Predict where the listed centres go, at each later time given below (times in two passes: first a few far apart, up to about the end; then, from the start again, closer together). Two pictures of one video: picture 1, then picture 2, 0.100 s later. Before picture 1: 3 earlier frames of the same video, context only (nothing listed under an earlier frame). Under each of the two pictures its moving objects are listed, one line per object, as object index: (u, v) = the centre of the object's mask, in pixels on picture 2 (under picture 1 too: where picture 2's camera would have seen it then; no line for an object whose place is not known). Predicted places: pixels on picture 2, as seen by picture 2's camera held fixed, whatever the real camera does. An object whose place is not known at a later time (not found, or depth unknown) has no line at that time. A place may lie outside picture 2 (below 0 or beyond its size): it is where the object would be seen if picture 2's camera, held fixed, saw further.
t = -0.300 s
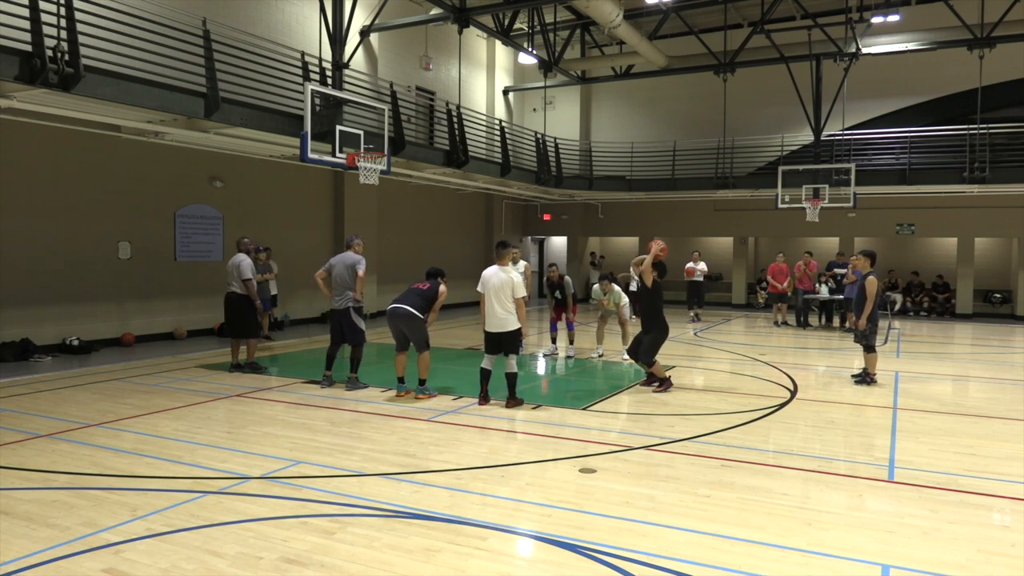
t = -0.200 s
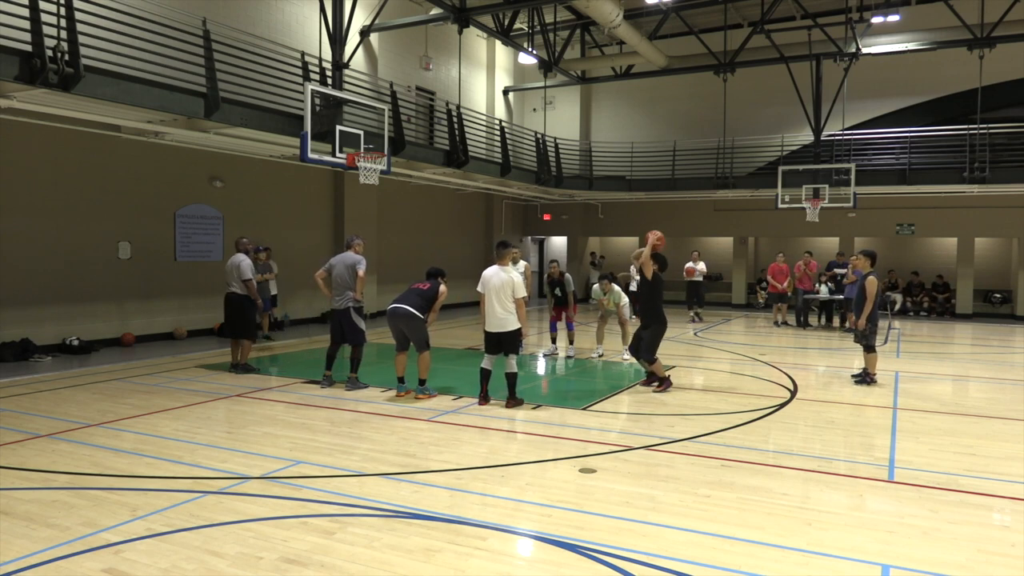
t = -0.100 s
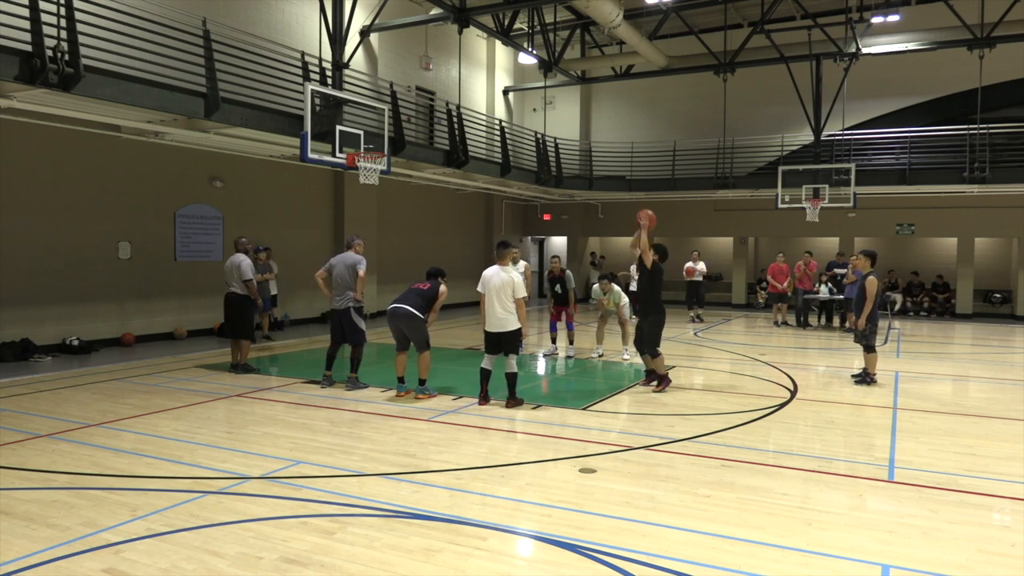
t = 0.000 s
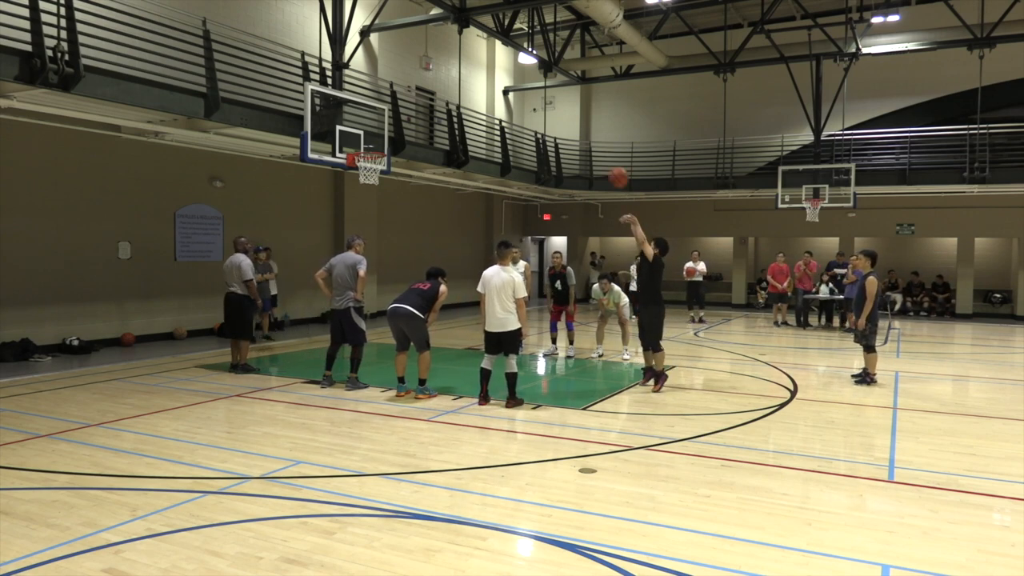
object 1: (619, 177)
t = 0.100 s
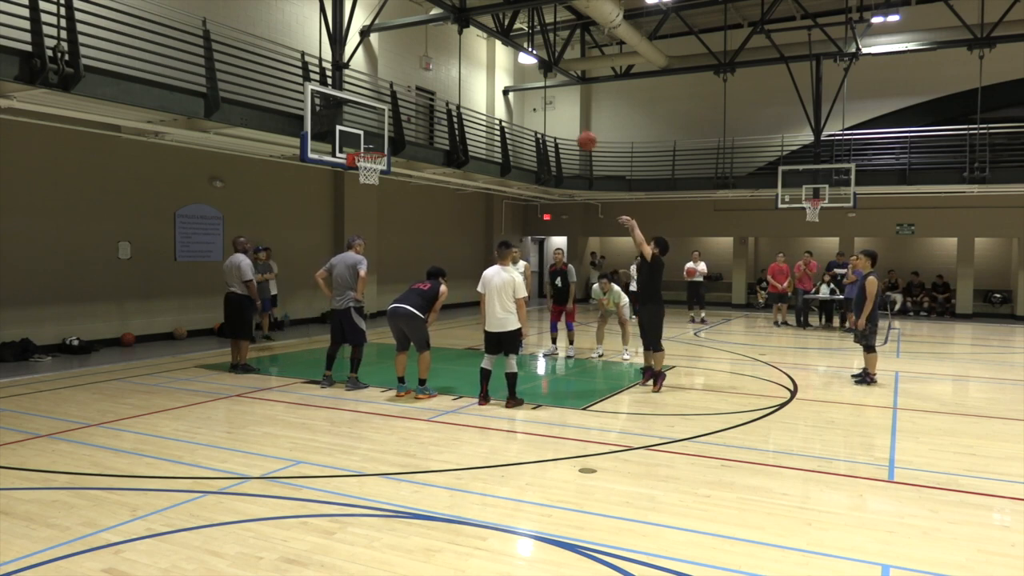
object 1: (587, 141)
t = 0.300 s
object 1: (528, 96)
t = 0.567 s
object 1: (457, 85)
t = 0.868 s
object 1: (388, 130)
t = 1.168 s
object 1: (383, 164)
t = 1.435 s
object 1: (375, 171)
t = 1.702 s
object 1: (359, 192)
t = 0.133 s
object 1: (576, 131)
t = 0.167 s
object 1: (566, 122)
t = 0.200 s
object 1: (556, 114)
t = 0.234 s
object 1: (547, 107)
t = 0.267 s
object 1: (537, 101)
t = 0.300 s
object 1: (528, 96)
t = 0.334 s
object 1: (519, 92)
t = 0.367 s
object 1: (510, 88)
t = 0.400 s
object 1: (500, 86)
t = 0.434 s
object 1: (491, 83)
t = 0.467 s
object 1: (482, 83)
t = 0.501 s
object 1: (473, 83)
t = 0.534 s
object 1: (465, 83)
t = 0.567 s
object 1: (457, 85)
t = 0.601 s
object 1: (449, 87)
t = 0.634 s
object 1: (441, 90)
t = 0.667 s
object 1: (433, 94)
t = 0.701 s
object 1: (425, 98)
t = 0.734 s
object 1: (418, 103)
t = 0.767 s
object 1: (409, 109)
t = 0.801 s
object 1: (401, 115)
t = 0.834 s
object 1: (395, 123)
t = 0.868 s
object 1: (388, 130)
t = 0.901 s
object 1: (380, 138)
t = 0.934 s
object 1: (373, 146)
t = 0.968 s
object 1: (368, 150)
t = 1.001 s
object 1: (367, 150)
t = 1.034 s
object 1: (368, 151)
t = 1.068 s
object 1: (372, 157)
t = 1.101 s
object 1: (379, 161)
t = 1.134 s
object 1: (383, 162)
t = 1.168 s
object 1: (383, 164)
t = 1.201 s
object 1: (383, 160)
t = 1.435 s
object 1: (375, 171)
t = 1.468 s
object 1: (372, 173)
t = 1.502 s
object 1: (368, 183)
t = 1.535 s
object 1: (367, 183)
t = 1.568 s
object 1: (365, 184)
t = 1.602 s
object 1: (363, 185)
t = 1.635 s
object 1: (363, 186)
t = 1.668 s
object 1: (361, 188)
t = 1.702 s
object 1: (359, 192)
